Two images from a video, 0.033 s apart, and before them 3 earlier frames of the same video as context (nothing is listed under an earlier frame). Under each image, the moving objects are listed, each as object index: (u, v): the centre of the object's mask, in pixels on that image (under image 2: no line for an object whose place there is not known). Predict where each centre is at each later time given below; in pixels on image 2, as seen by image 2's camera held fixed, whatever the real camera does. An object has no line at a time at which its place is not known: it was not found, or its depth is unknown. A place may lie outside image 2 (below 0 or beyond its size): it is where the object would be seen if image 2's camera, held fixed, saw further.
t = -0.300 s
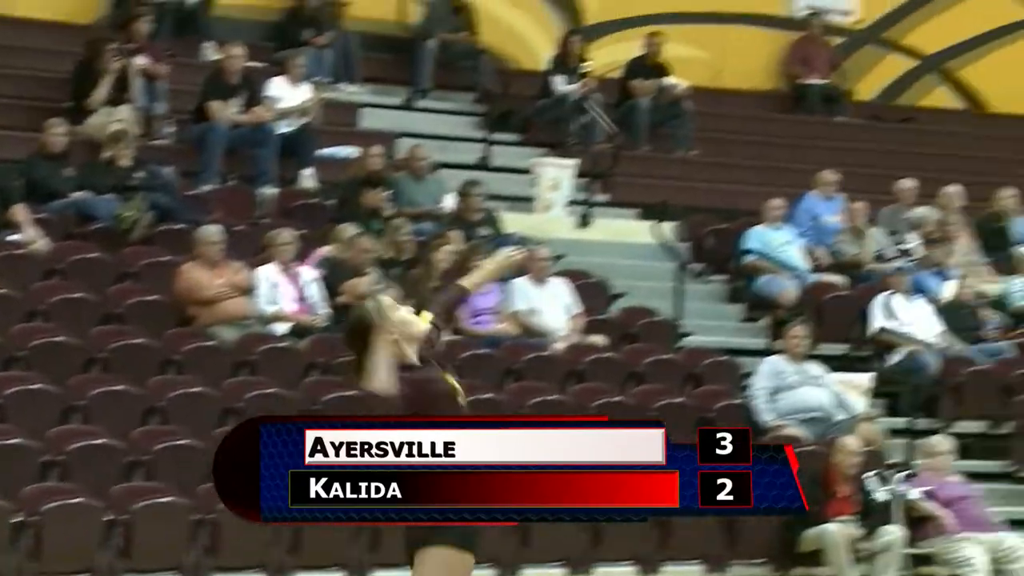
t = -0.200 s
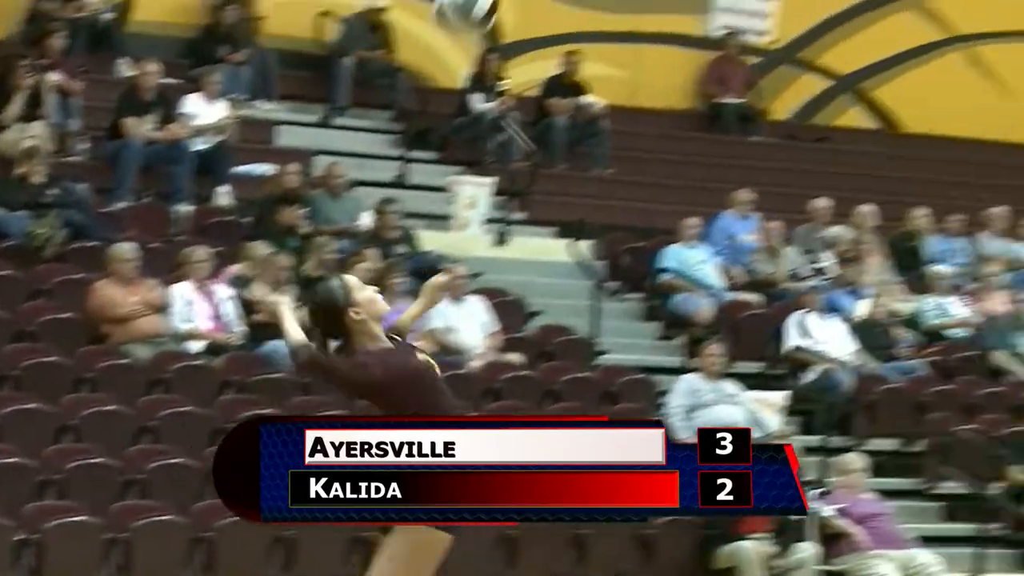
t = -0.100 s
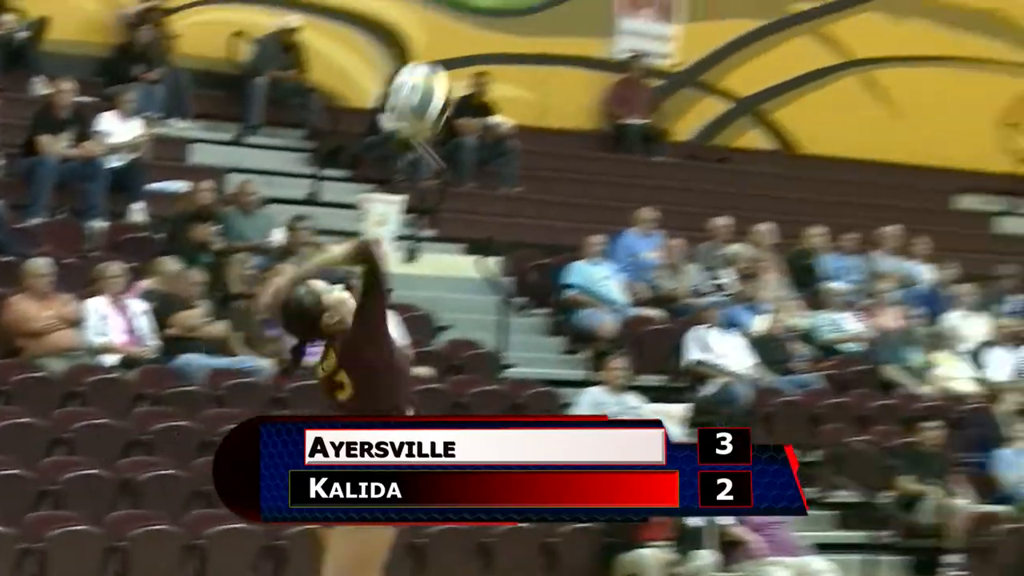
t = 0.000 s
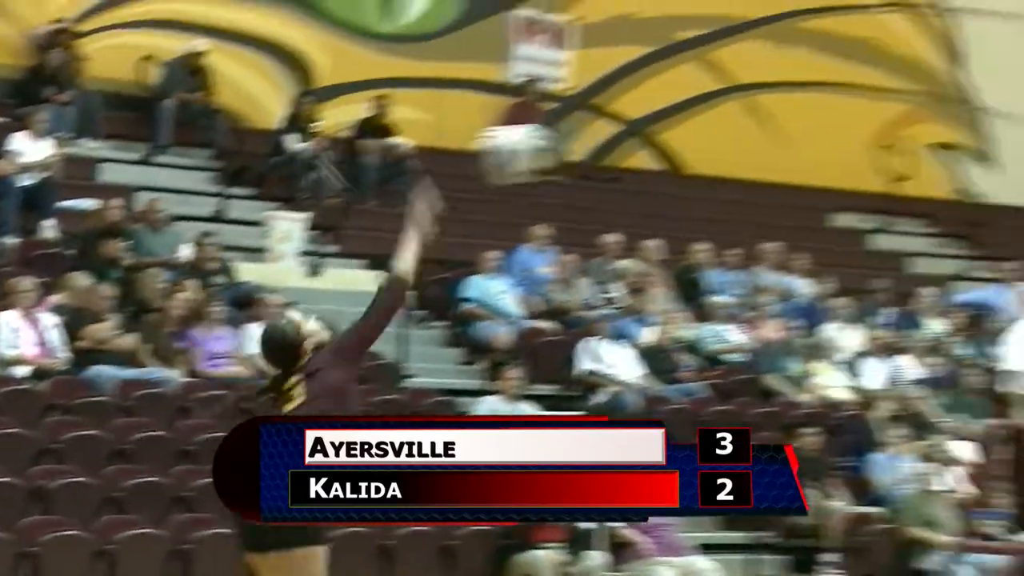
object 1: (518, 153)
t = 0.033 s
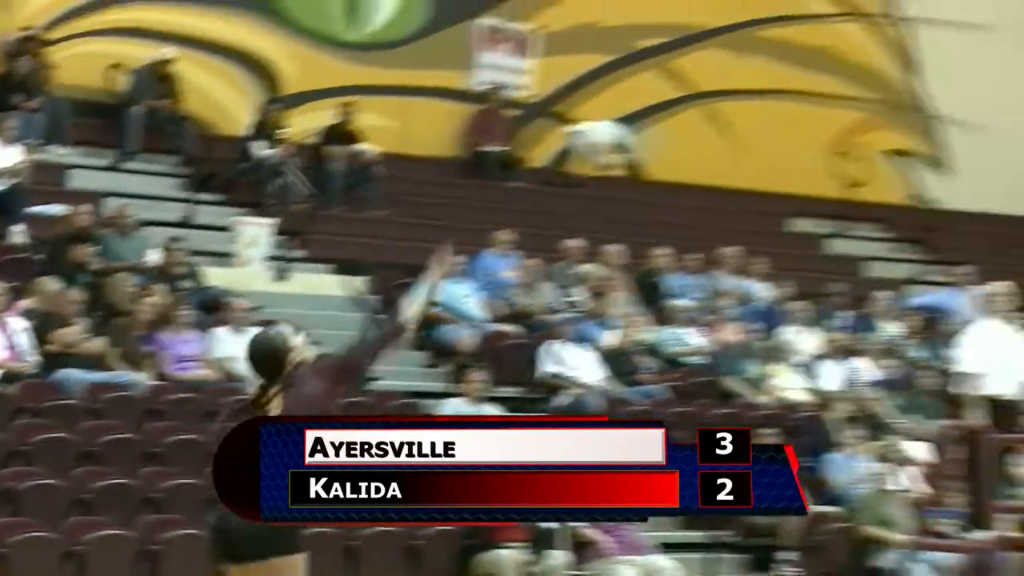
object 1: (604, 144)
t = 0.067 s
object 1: (710, 135)
